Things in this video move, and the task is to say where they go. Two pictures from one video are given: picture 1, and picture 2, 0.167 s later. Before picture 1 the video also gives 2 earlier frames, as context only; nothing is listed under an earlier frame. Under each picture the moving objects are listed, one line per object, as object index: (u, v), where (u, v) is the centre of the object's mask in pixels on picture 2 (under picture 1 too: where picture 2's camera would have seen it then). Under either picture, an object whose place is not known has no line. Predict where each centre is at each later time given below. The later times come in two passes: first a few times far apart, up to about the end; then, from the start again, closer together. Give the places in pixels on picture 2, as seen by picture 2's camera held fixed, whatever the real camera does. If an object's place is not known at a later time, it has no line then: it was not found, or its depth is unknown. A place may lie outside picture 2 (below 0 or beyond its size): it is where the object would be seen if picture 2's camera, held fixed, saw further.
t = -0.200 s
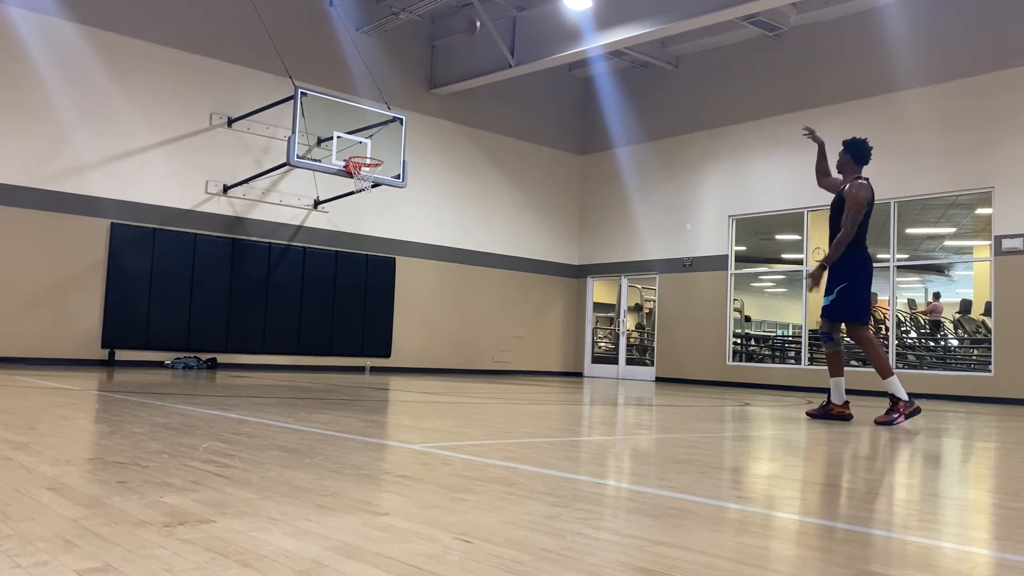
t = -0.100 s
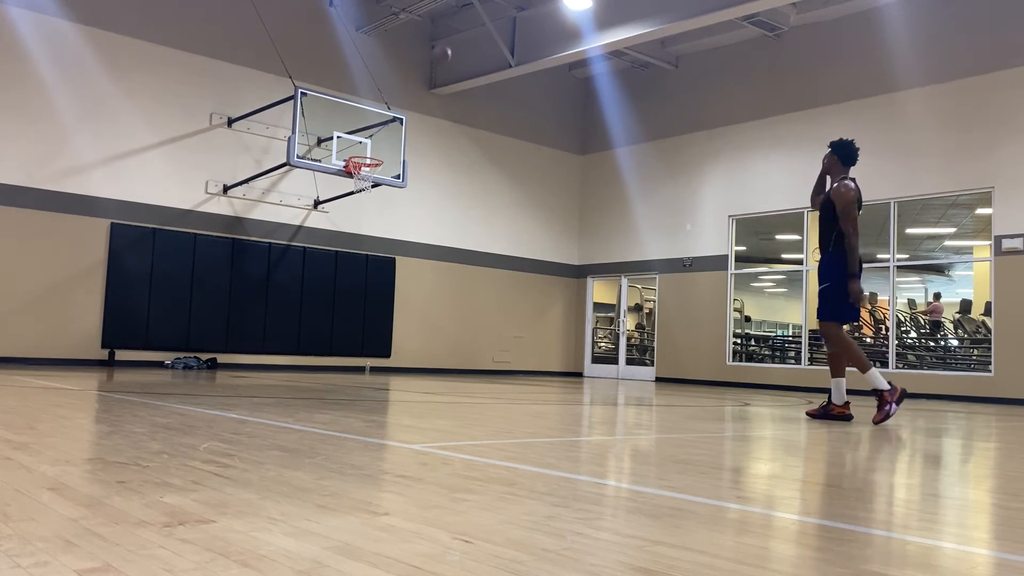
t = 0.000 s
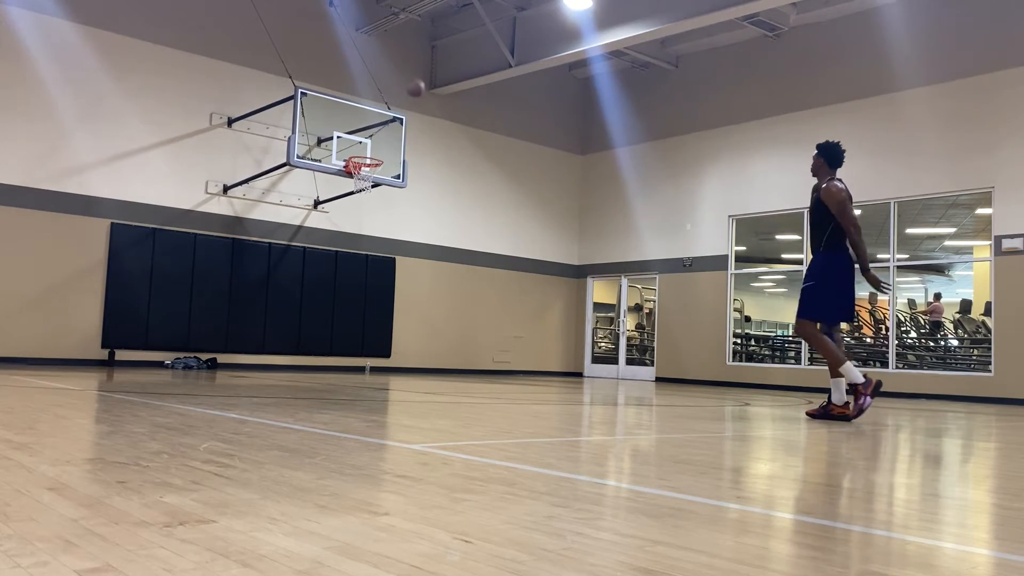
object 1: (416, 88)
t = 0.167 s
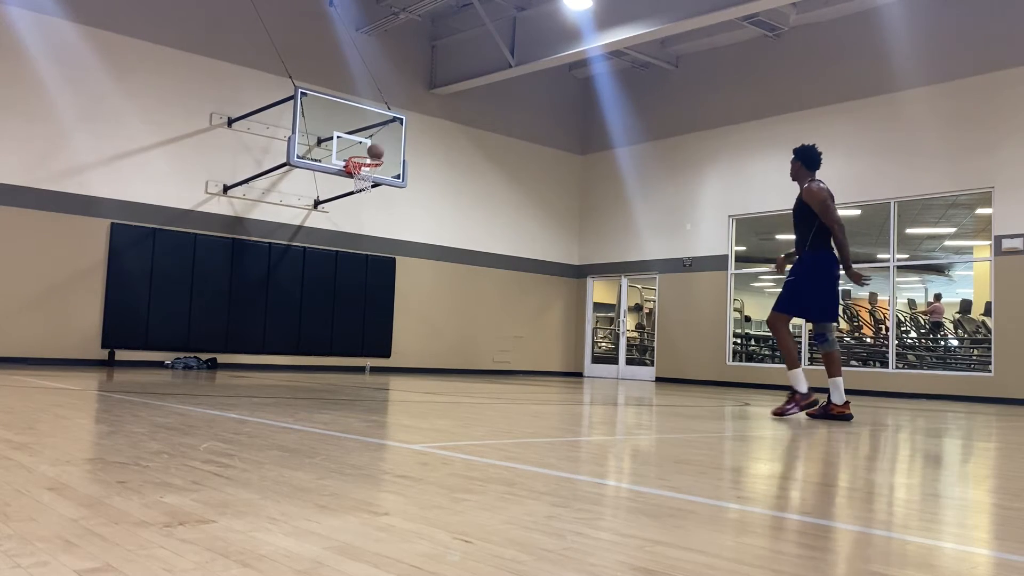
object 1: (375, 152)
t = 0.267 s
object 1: (358, 182)
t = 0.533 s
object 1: (334, 241)
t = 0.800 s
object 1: (309, 341)
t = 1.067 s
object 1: (304, 301)
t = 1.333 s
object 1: (301, 259)
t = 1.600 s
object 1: (296, 264)
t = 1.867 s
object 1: (287, 319)
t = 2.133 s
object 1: (280, 327)
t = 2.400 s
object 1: (274, 287)
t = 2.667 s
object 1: (266, 297)
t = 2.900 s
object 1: (255, 350)
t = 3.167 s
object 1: (248, 321)
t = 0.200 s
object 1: (367, 165)
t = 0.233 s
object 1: (363, 178)
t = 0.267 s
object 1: (358, 182)
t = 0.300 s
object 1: (355, 187)
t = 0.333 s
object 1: (352, 192)
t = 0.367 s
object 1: (349, 198)
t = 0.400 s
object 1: (346, 205)
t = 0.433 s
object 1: (343, 213)
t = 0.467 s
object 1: (340, 221)
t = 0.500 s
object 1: (337, 230)
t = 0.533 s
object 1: (334, 241)
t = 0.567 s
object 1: (331, 251)
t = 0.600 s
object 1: (328, 261)
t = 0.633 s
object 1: (325, 273)
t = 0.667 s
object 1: (322, 285)
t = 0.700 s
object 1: (319, 298)
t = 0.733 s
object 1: (316, 312)
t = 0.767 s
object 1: (312, 325)
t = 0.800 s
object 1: (309, 341)
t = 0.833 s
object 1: (306, 355)
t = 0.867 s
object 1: (303, 363)
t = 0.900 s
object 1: (304, 350)
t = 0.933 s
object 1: (304, 339)
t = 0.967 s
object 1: (304, 328)
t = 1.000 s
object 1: (304, 318)
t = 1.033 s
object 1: (304, 309)
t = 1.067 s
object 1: (304, 301)
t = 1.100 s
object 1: (304, 293)
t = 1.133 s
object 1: (303, 286)
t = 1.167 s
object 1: (303, 279)
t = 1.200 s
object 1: (303, 274)
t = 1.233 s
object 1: (303, 269)
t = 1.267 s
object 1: (302, 265)
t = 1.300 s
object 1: (302, 262)
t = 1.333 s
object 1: (301, 259)
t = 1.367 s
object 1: (301, 257)
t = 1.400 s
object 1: (300, 256)
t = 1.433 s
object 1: (300, 256)
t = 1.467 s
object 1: (299, 256)
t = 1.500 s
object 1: (298, 256)
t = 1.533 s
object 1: (298, 258)
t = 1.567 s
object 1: (297, 261)
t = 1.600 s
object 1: (296, 264)
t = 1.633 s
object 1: (295, 268)
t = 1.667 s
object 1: (294, 273)
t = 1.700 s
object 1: (293, 279)
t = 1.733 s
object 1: (292, 286)
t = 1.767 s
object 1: (291, 293)
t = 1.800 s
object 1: (289, 301)
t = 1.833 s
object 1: (288, 310)
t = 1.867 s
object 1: (287, 319)
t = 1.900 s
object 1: (286, 330)
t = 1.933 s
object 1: (285, 341)
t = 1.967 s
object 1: (283, 353)
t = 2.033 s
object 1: (281, 355)
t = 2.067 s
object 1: (281, 345)
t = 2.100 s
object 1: (281, 336)
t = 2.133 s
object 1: (280, 327)
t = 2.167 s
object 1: (280, 320)
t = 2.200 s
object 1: (279, 312)
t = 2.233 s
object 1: (279, 306)
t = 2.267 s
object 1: (278, 301)
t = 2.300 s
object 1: (277, 296)
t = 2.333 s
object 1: (277, 292)
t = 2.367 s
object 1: (276, 289)
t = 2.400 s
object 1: (274, 287)
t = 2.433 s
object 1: (274, 285)
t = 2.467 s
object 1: (272, 285)
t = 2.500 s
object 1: (272, 285)
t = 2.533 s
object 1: (270, 286)
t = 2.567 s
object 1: (269, 287)
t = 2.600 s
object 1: (268, 290)
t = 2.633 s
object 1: (267, 293)
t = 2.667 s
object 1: (266, 297)
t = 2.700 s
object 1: (264, 302)
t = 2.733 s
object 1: (263, 308)
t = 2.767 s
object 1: (261, 315)
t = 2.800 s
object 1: (260, 323)
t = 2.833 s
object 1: (258, 331)
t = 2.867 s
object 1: (256, 340)
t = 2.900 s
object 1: (255, 350)
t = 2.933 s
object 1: (253, 361)
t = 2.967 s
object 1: (252, 362)
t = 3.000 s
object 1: (251, 353)
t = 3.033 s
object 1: (251, 345)
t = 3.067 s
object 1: (250, 338)
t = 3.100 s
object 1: (250, 331)
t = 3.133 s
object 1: (249, 326)
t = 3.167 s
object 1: (248, 321)
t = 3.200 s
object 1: (247, 318)
